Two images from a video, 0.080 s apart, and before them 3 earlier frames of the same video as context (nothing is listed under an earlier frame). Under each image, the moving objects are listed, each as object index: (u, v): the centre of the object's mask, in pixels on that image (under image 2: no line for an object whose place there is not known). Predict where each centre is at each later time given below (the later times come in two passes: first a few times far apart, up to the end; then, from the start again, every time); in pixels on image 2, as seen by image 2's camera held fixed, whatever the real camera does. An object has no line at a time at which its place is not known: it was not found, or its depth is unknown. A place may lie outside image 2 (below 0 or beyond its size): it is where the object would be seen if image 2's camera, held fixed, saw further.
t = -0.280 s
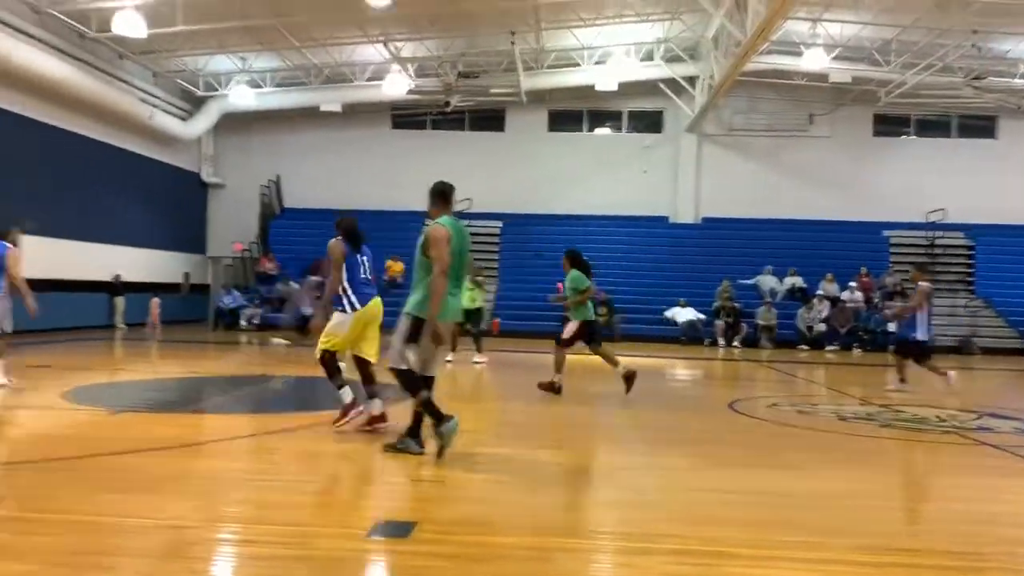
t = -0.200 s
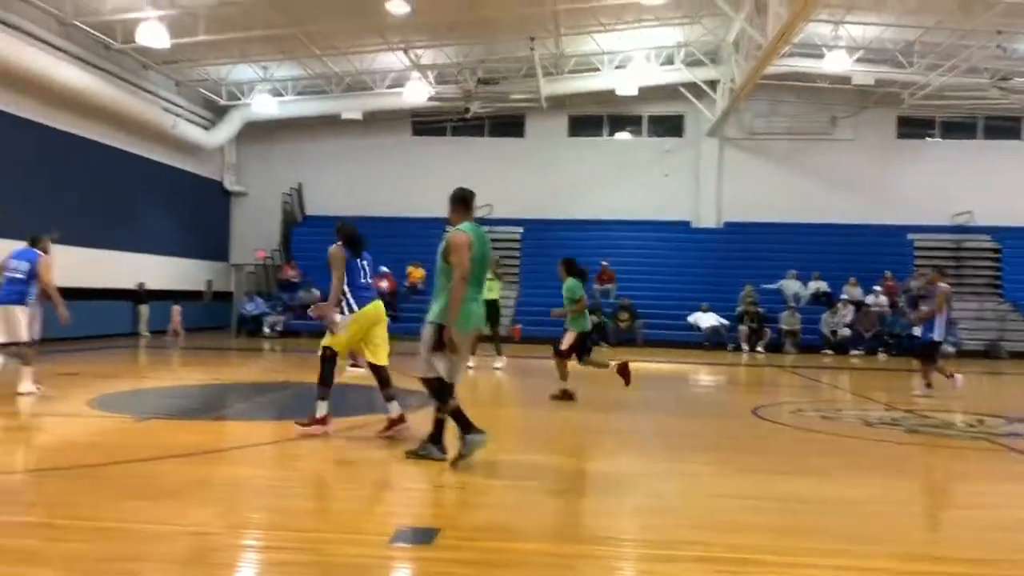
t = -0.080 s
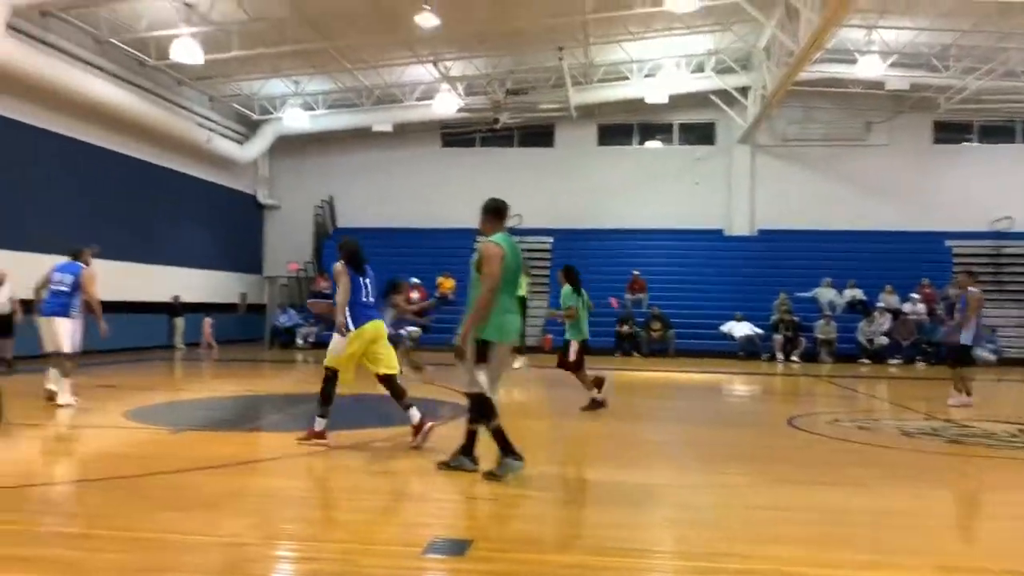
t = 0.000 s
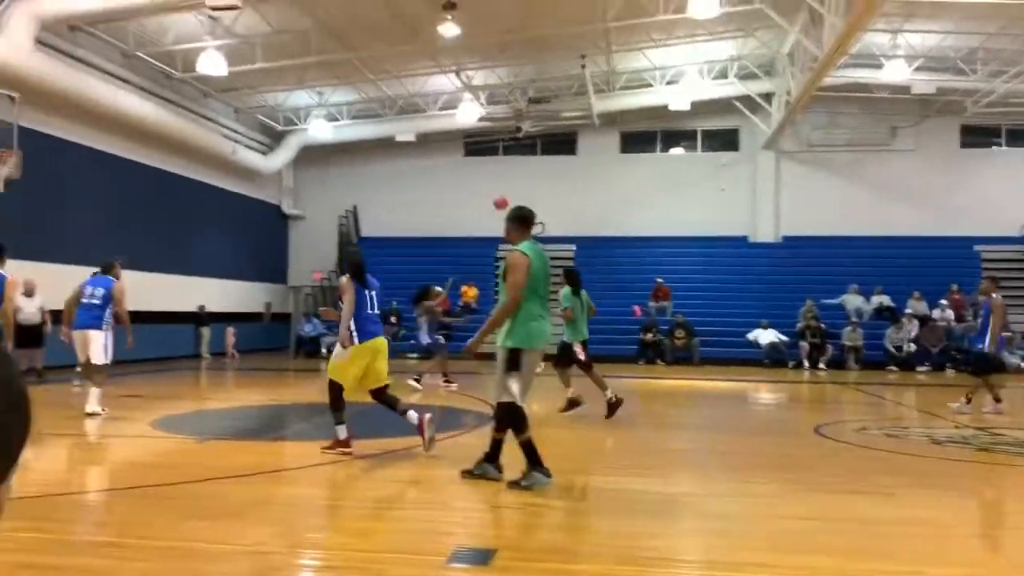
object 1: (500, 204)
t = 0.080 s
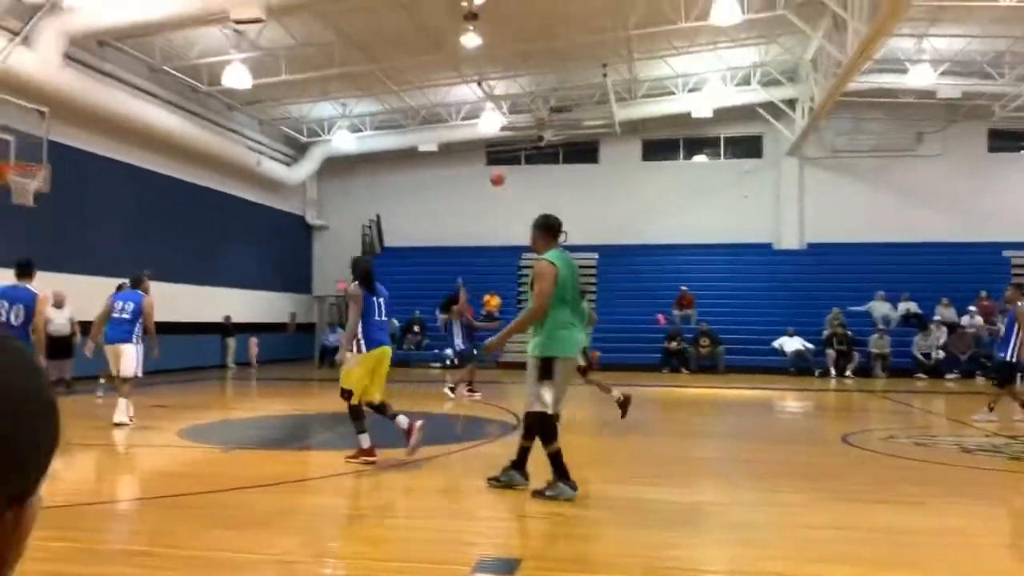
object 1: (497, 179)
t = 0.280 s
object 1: (431, 112)
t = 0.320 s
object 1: (420, 103)
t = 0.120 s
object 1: (485, 166)
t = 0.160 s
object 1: (471, 148)
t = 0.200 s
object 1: (459, 137)
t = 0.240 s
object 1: (448, 126)
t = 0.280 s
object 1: (431, 112)
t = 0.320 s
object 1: (420, 103)
